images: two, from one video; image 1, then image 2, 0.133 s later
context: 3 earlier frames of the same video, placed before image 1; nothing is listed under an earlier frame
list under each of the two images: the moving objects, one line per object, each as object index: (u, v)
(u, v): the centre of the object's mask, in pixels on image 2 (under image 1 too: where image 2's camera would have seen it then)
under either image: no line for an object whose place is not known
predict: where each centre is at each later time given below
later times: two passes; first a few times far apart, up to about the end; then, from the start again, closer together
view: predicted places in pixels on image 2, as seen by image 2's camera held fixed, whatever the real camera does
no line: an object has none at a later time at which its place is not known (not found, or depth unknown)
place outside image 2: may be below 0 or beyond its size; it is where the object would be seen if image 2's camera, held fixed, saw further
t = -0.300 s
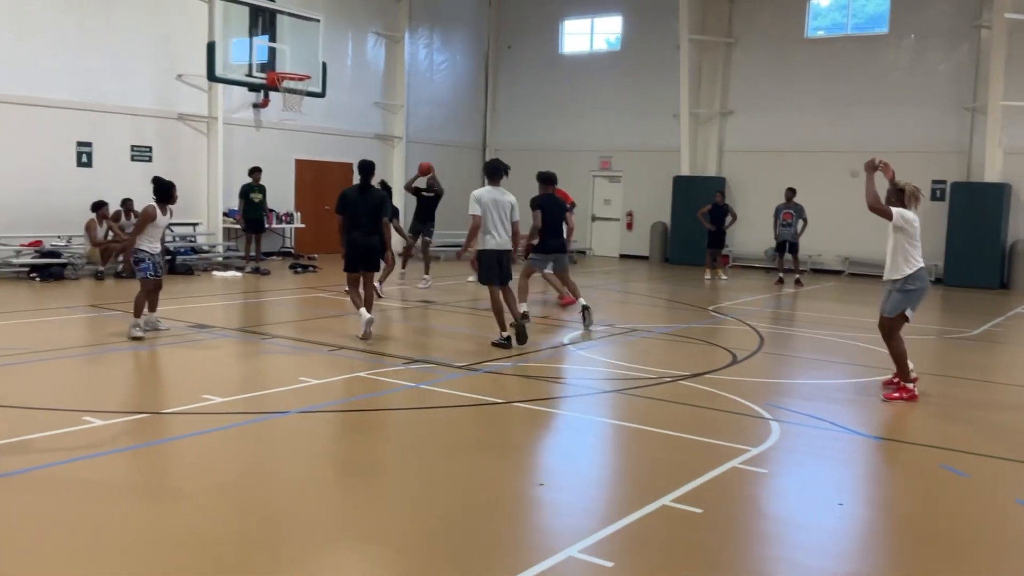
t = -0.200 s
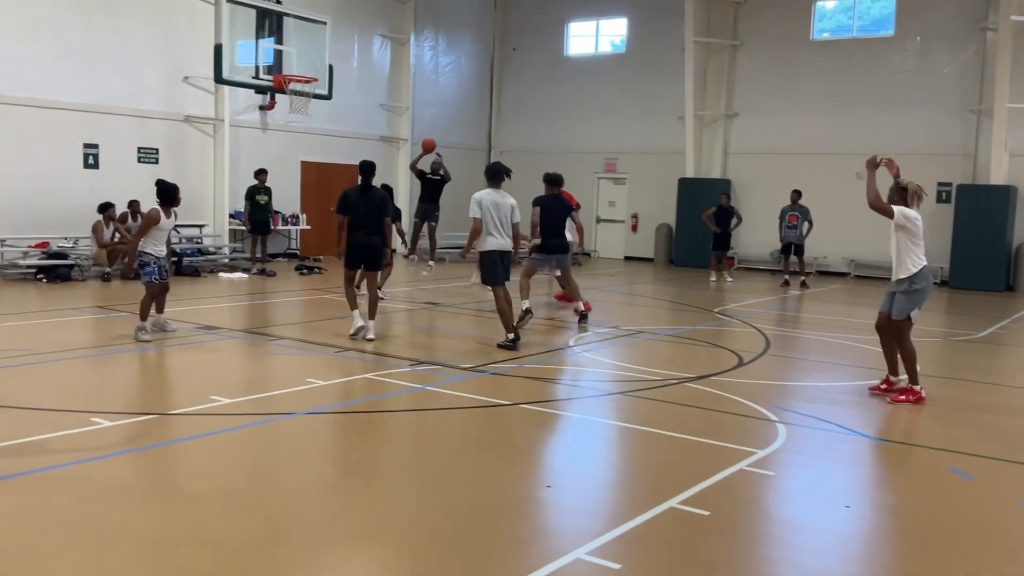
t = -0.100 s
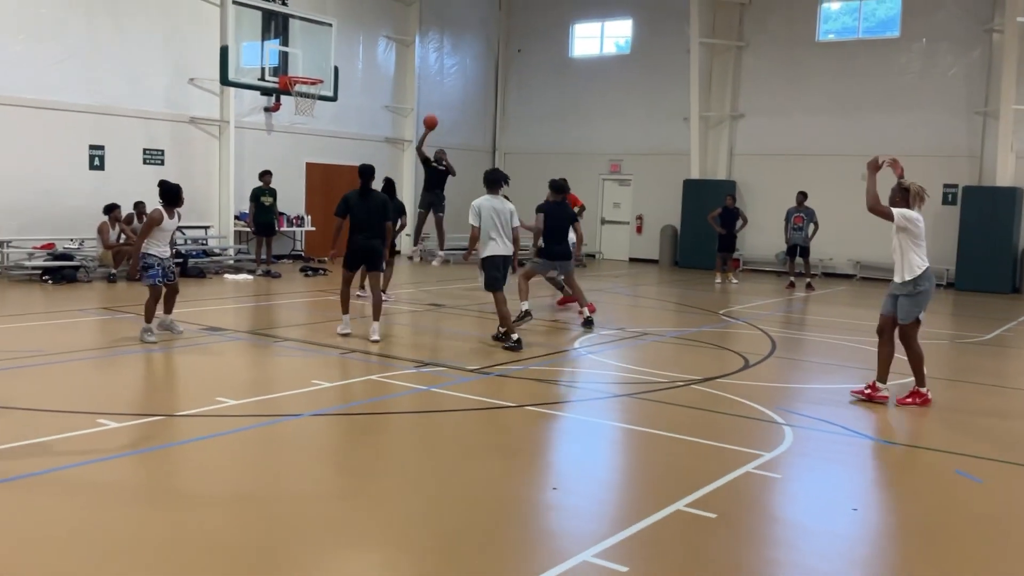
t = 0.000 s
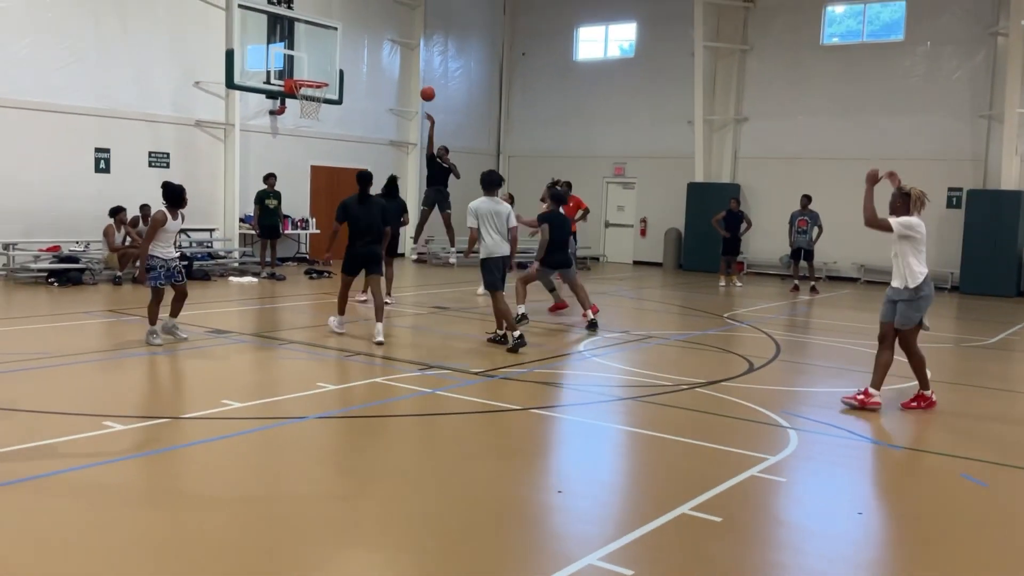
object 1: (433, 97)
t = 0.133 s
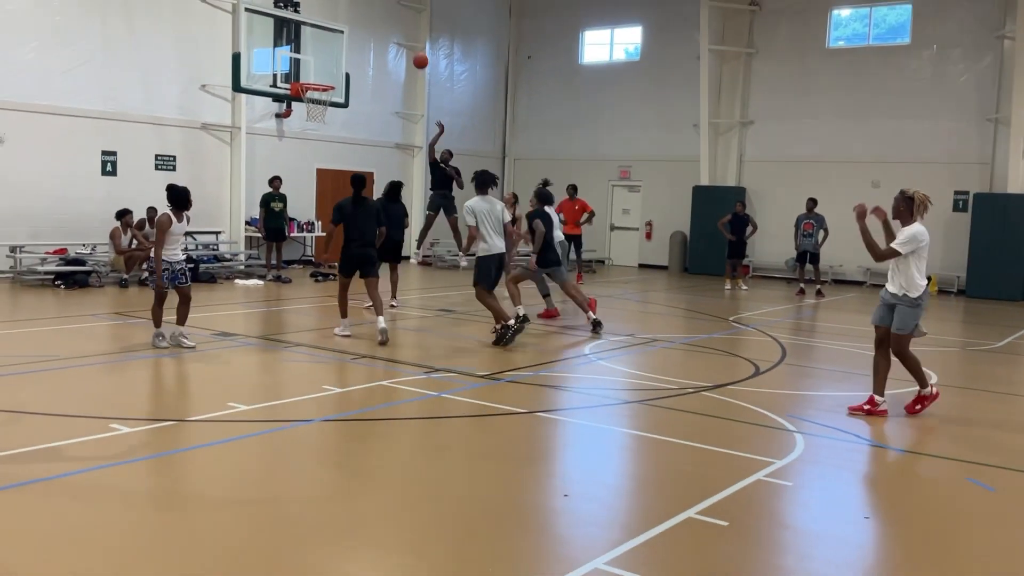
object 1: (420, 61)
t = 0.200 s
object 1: (414, 46)
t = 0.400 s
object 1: (392, 19)
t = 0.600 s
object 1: (368, 19)
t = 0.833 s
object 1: (337, 57)
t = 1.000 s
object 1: (314, 105)
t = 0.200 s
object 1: (414, 46)
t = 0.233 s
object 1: (410, 40)
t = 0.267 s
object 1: (407, 35)
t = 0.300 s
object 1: (403, 30)
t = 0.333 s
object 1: (400, 26)
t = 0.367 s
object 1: (395, 22)
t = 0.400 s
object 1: (392, 19)
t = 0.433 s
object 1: (388, 17)
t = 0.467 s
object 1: (384, 16)
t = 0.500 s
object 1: (380, 15)
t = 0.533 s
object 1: (376, 16)
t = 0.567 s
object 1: (372, 17)
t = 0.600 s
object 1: (368, 19)
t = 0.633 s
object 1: (363, 22)
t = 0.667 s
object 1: (359, 25)
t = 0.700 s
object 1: (355, 30)
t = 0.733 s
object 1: (350, 35)
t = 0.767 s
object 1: (346, 42)
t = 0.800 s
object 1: (341, 49)
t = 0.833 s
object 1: (337, 57)
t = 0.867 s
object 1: (332, 66)
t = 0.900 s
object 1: (327, 76)
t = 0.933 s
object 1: (323, 87)
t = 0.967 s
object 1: (318, 99)
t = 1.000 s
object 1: (314, 105)
